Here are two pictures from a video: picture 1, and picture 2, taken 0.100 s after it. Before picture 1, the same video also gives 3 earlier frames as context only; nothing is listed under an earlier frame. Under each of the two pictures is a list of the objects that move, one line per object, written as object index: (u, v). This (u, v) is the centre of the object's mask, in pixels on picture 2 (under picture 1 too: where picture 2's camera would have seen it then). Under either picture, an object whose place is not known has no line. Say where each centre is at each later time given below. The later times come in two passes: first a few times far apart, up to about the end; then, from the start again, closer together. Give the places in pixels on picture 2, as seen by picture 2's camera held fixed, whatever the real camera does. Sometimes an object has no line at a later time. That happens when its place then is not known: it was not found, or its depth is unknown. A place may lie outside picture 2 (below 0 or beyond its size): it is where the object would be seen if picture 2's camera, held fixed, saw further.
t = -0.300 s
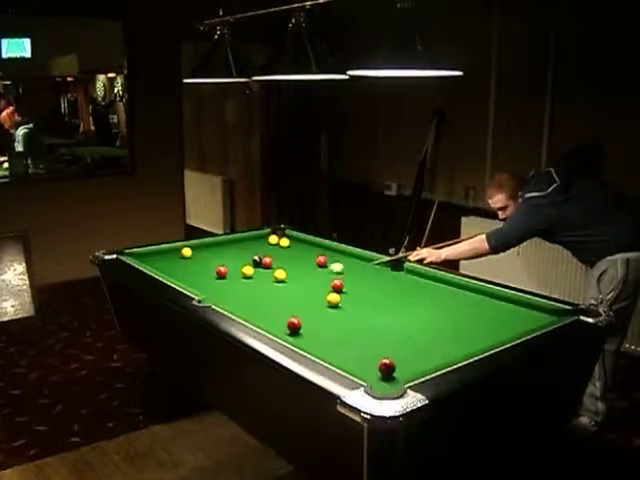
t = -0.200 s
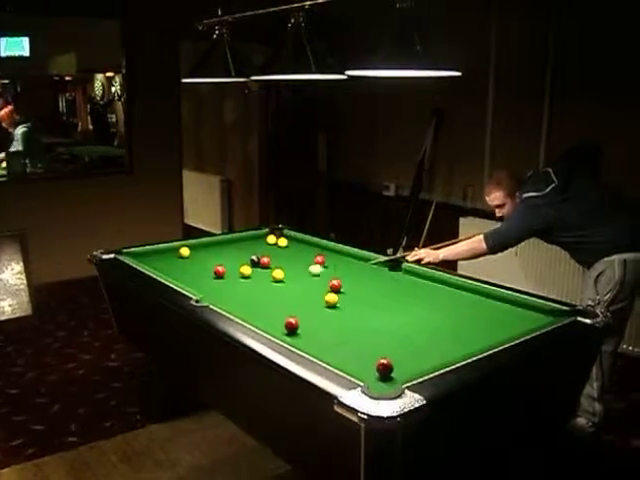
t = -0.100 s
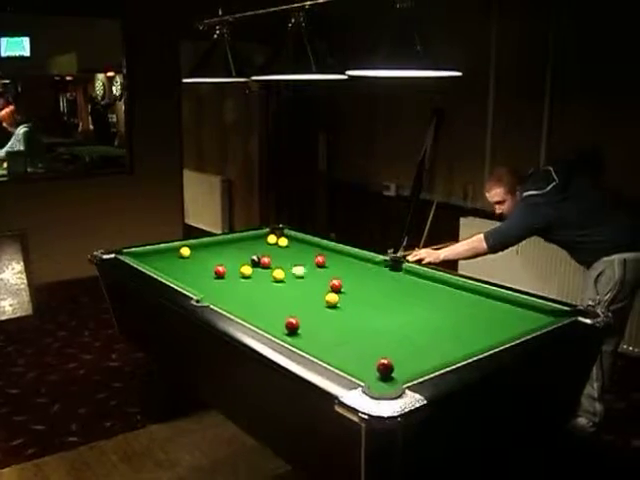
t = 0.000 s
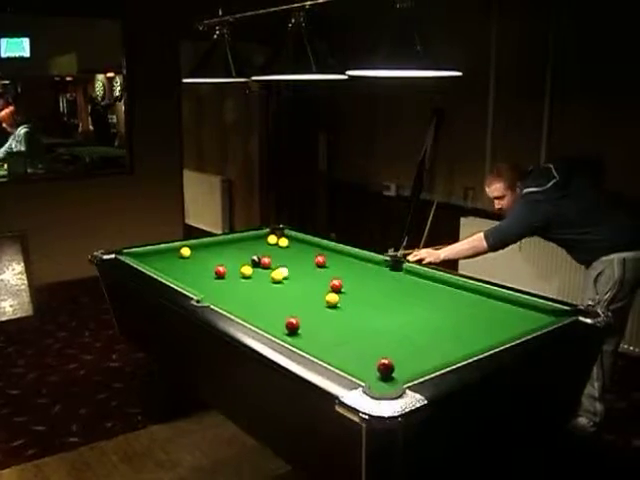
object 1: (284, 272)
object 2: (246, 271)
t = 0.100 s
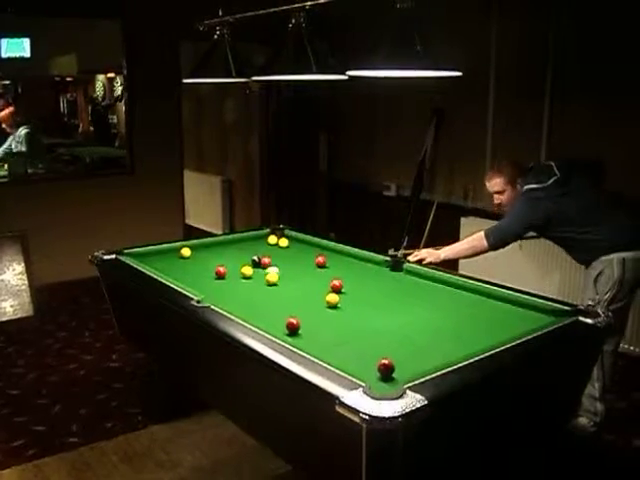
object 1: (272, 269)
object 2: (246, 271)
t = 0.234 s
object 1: (258, 270)
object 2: (246, 271)
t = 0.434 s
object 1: (250, 268)
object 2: (237, 272)
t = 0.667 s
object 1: (243, 265)
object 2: (229, 273)
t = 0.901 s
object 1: (236, 263)
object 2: (225, 274)
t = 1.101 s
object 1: (232, 261)
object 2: (223, 275)
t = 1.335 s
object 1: (226, 259)
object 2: (221, 276)
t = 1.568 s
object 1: (222, 257)
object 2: (219, 276)
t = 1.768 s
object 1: (219, 256)
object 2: (219, 276)
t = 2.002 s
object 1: (216, 255)
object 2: (219, 276)
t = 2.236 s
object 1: (214, 254)
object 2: (220, 276)
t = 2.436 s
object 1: (212, 254)
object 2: (220, 276)
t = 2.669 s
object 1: (211, 253)
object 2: (220, 276)
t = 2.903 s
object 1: (211, 253)
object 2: (220, 276)
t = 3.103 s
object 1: (211, 254)
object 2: (220, 276)
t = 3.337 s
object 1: (212, 254)
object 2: (220, 276)
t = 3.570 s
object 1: (212, 254)
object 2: (221, 276)
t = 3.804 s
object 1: (213, 254)
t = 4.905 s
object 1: (213, 254)
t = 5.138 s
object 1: (213, 254)
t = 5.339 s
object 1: (213, 254)
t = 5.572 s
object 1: (213, 254)
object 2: (221, 276)
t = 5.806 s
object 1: (213, 254)
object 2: (221, 276)
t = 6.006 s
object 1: (213, 254)
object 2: (221, 276)
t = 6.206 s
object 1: (213, 254)
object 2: (221, 276)
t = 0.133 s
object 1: (268, 270)
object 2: (246, 271)
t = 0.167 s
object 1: (264, 270)
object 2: (246, 271)
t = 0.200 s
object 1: (261, 270)
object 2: (246, 271)
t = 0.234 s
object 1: (258, 270)
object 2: (246, 271)
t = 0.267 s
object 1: (256, 270)
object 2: (245, 272)
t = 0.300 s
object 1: (256, 270)
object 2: (244, 271)
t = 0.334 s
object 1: (254, 269)
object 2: (241, 272)
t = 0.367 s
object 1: (252, 269)
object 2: (239, 272)
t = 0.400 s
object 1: (251, 269)
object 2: (238, 272)
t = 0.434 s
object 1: (250, 268)
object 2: (237, 272)
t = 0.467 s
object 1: (249, 267)
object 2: (235, 273)
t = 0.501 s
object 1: (248, 267)
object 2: (233, 272)
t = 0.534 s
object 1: (247, 267)
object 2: (232, 272)
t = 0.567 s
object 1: (246, 266)
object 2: (231, 273)
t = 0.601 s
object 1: (245, 265)
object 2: (230, 273)
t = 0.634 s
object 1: (244, 265)
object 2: (230, 273)
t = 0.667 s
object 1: (243, 265)
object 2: (229, 273)
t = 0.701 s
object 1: (242, 265)
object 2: (228, 274)
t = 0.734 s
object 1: (241, 264)
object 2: (228, 274)
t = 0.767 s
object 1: (240, 264)
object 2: (227, 274)
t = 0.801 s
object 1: (239, 263)
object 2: (227, 274)
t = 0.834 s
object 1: (238, 263)
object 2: (226, 274)
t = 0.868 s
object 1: (237, 263)
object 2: (226, 275)
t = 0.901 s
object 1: (236, 263)
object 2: (225, 274)
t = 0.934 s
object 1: (236, 263)
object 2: (225, 274)
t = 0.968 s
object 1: (235, 262)
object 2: (224, 275)
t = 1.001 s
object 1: (234, 262)
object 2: (224, 275)
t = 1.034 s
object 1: (233, 261)
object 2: (224, 275)
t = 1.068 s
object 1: (232, 261)
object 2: (223, 275)
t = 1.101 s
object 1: (232, 261)
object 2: (223, 275)
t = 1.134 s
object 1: (230, 260)
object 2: (222, 275)
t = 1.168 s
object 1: (230, 260)
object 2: (222, 276)
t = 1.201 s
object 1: (229, 260)
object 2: (222, 275)
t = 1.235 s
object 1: (228, 259)
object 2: (221, 276)
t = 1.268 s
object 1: (228, 259)
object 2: (221, 276)
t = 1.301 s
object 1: (227, 259)
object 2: (221, 276)
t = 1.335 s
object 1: (226, 259)
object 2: (221, 276)
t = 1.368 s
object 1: (226, 259)
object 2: (220, 276)
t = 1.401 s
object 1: (226, 258)
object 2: (220, 276)
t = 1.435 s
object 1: (225, 258)
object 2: (220, 276)
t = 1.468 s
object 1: (224, 258)
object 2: (220, 276)
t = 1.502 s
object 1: (223, 258)
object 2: (219, 276)
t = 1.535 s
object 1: (223, 257)
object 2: (219, 276)
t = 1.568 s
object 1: (222, 257)
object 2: (219, 276)
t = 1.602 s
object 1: (221, 257)
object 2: (219, 276)
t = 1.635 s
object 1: (221, 257)
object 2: (219, 276)
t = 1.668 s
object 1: (220, 257)
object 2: (219, 276)
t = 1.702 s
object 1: (220, 256)
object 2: (219, 276)
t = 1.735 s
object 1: (219, 256)
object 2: (219, 276)
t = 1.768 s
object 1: (219, 256)
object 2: (219, 276)
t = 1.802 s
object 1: (219, 255)
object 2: (219, 276)
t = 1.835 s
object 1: (219, 255)
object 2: (219, 276)
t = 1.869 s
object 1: (219, 255)
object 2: (219, 276)
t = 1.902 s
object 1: (217, 255)
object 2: (219, 276)
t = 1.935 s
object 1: (218, 255)
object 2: (219, 276)
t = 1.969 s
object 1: (217, 255)
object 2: (219, 276)
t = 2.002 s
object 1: (216, 255)
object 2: (219, 276)
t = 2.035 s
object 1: (216, 255)
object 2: (219, 276)
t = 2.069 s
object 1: (215, 254)
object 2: (219, 276)
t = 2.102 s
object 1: (215, 254)
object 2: (219, 276)
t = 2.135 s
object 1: (215, 254)
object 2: (219, 276)
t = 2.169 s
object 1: (214, 254)
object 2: (220, 276)
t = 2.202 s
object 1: (214, 254)
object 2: (219, 276)
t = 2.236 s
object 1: (214, 254)
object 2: (220, 276)
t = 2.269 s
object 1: (214, 254)
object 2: (220, 276)
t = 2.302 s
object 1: (213, 254)
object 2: (219, 276)
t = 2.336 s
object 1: (213, 254)
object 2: (220, 276)
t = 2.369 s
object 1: (213, 254)
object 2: (219, 276)
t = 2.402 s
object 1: (213, 254)
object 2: (219, 276)
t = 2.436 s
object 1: (212, 254)
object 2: (220, 276)
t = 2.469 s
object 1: (213, 253)
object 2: (220, 276)
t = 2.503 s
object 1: (213, 253)
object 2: (220, 276)
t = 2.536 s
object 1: (212, 254)
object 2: (220, 276)
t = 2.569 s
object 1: (212, 253)
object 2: (220, 276)
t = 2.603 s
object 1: (212, 253)
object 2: (220, 276)
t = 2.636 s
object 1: (211, 253)
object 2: (220, 276)
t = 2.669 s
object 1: (211, 253)
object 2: (220, 276)
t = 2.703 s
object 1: (212, 253)
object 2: (219, 276)
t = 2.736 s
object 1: (211, 253)
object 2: (219, 276)
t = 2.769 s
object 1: (211, 253)
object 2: (219, 276)
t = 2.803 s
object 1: (211, 253)
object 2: (219, 276)
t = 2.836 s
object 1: (211, 253)
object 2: (219, 276)
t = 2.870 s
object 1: (211, 253)
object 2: (220, 276)
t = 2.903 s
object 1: (211, 253)
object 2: (220, 276)
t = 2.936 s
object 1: (211, 253)
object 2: (220, 276)
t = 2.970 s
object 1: (211, 253)
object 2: (220, 276)
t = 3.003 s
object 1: (211, 253)
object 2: (220, 276)
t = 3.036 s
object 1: (211, 253)
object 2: (220, 276)
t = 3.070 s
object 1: (211, 254)
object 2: (220, 276)
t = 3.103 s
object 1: (211, 254)
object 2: (220, 276)
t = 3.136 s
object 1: (211, 253)
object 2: (220, 276)
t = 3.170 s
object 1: (211, 253)
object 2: (220, 276)
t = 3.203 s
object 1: (211, 253)
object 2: (220, 276)
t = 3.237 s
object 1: (211, 254)
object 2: (220, 276)
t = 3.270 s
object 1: (211, 254)
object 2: (220, 276)
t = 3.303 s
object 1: (211, 254)
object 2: (220, 276)
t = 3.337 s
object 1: (212, 254)
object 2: (220, 276)
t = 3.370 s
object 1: (212, 254)
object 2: (220, 276)
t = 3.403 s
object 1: (212, 254)
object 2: (220, 276)
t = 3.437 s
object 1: (212, 254)
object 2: (220, 276)
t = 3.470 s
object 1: (212, 254)
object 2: (220, 276)
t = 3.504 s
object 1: (212, 254)
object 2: (221, 276)
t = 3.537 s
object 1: (212, 254)
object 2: (221, 276)
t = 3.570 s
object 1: (212, 254)
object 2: (221, 276)
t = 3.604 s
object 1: (213, 254)
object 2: (221, 276)
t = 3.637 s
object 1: (213, 254)
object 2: (221, 276)
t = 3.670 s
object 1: (212, 254)
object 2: (221, 276)
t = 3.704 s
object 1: (213, 254)
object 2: (221, 276)
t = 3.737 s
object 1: (213, 254)
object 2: (221, 276)
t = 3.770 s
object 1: (213, 254)
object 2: (221, 276)
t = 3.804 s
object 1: (213, 254)
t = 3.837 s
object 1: (213, 254)
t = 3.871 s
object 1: (213, 254)
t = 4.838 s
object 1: (213, 254)
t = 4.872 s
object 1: (213, 254)
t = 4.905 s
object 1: (213, 254)
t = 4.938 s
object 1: (213, 254)
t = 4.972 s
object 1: (213, 254)
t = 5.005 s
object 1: (213, 254)
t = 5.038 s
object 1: (213, 254)
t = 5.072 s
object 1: (213, 254)
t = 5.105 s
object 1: (213, 254)
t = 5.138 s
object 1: (213, 254)
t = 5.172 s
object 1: (213, 254)
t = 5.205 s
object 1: (213, 254)
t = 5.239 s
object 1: (213, 254)
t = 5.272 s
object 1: (213, 254)
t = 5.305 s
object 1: (213, 254)
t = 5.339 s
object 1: (213, 254)
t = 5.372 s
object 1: (213, 254)
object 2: (221, 276)
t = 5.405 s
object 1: (213, 254)
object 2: (221, 276)
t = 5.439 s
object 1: (213, 254)
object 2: (221, 276)
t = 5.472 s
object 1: (213, 254)
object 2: (221, 276)
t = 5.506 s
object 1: (213, 254)
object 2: (221, 276)
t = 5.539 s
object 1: (213, 254)
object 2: (221, 276)
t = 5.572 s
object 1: (213, 254)
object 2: (221, 276)
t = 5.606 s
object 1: (213, 254)
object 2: (221, 276)
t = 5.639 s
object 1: (213, 254)
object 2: (221, 276)
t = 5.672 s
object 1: (213, 254)
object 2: (221, 276)
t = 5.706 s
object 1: (213, 254)
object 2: (221, 276)
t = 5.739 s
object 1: (213, 254)
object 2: (221, 276)
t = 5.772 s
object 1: (213, 254)
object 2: (221, 276)
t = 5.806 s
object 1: (213, 254)
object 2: (221, 276)
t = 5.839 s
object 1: (213, 254)
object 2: (221, 276)
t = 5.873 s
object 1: (213, 254)
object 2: (221, 276)
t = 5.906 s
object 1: (213, 254)
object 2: (221, 276)
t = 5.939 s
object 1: (213, 254)
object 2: (221, 276)
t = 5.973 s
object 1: (213, 254)
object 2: (221, 276)
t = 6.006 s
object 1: (213, 254)
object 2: (221, 276)
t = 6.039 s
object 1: (213, 254)
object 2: (221, 276)
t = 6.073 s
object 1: (213, 254)
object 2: (221, 276)
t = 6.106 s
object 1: (213, 254)
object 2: (221, 276)
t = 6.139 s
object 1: (213, 254)
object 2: (221, 276)
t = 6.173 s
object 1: (213, 254)
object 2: (221, 276)
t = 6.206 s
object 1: (213, 254)
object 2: (221, 276)
